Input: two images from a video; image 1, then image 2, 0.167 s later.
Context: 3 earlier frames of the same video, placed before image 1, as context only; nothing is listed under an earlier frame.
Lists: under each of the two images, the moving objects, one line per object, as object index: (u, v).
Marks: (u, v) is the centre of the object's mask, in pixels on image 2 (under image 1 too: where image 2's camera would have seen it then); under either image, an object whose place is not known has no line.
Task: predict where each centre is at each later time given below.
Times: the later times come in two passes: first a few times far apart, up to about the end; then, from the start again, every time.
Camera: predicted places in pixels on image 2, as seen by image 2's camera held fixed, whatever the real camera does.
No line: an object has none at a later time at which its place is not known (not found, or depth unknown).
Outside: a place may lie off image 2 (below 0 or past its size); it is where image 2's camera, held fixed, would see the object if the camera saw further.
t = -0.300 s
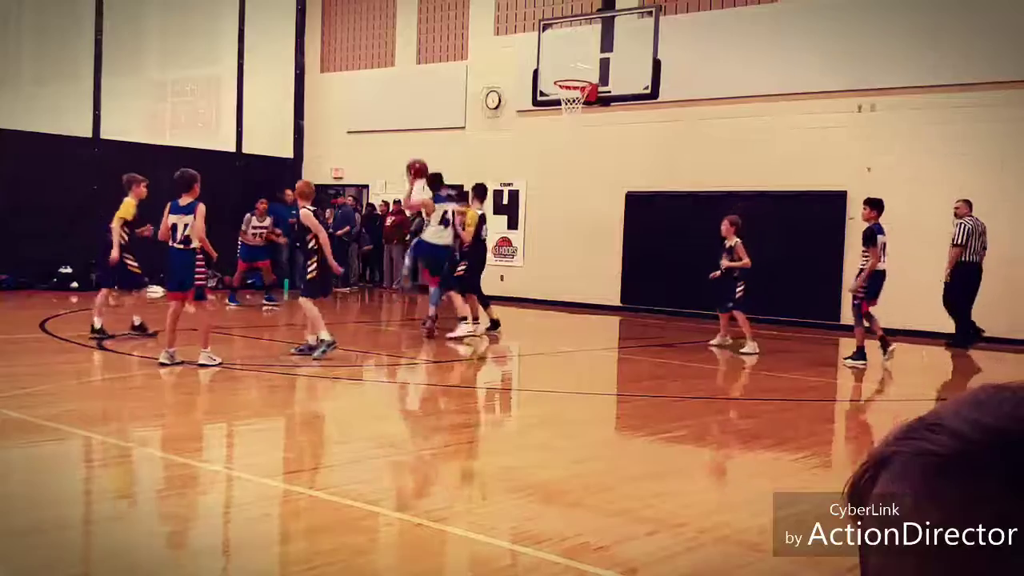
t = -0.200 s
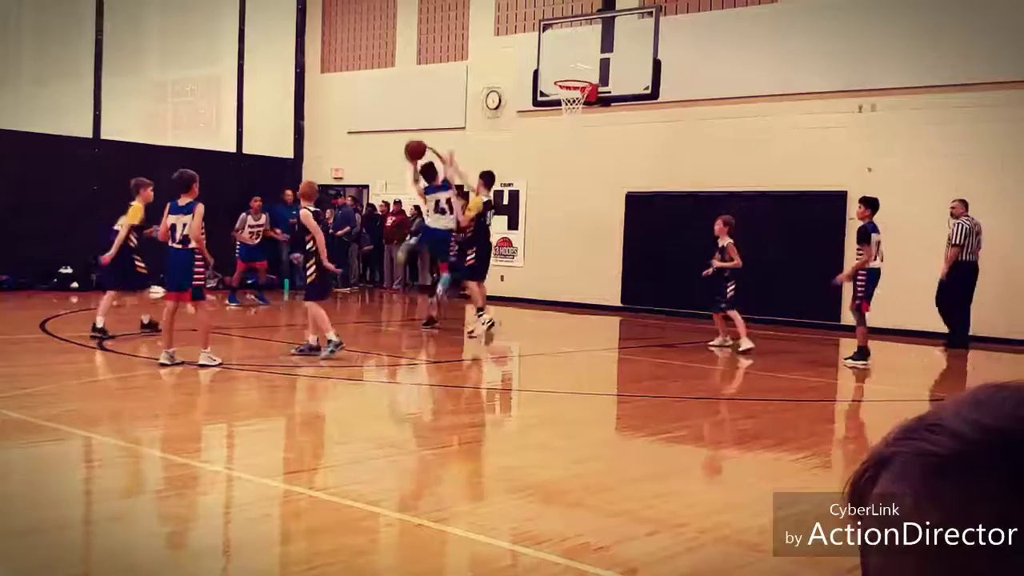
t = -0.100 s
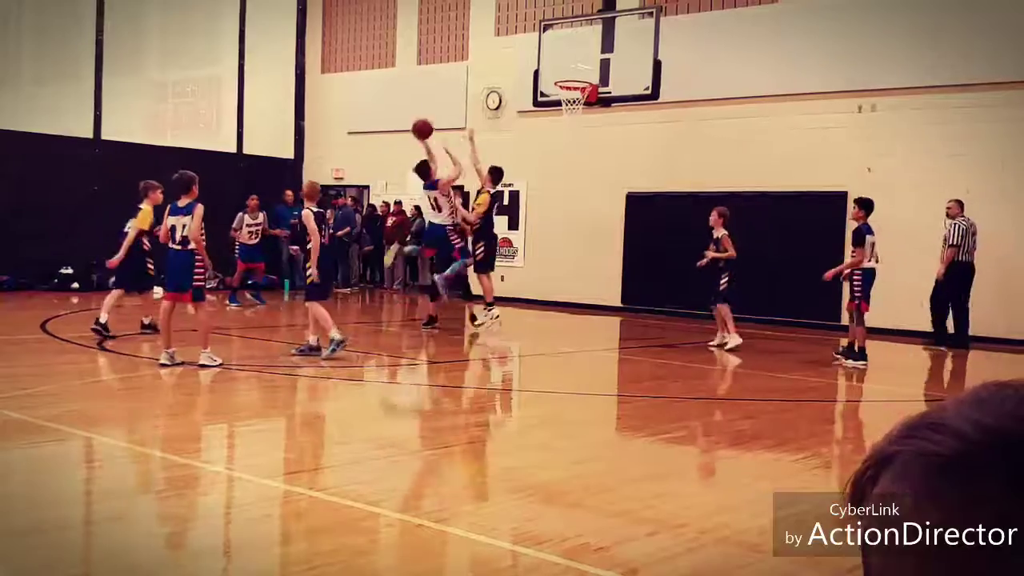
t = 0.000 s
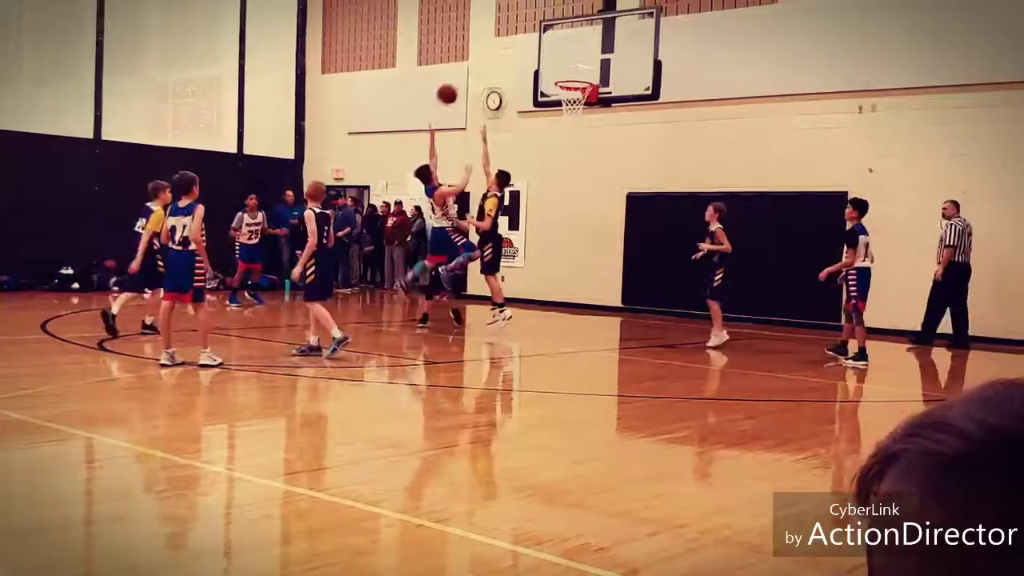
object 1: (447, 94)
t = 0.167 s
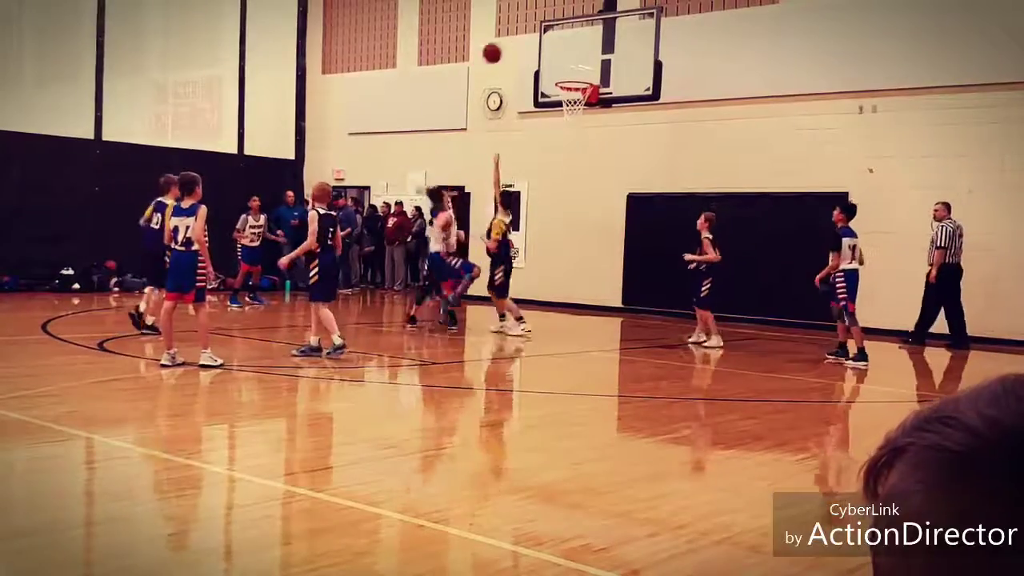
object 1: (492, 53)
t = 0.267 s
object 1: (517, 40)
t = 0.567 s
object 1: (585, 51)
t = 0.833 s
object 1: (569, 65)
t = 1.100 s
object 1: (564, 69)
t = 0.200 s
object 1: (500, 48)
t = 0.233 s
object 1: (509, 43)
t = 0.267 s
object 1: (517, 40)
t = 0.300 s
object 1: (525, 37)
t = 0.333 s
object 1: (533, 36)
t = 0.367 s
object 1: (540, 36)
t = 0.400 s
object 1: (548, 36)
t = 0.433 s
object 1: (556, 37)
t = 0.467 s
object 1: (563, 40)
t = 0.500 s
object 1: (571, 43)
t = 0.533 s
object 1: (578, 47)
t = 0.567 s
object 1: (585, 51)
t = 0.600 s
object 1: (590, 56)
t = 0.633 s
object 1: (586, 59)
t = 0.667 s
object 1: (581, 63)
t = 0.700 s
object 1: (577, 67)
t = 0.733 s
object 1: (572, 73)
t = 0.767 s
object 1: (570, 73)
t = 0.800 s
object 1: (570, 69)
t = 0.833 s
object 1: (569, 65)
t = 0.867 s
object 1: (569, 63)
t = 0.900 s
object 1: (568, 61)
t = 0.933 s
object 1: (568, 60)
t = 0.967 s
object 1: (568, 60)
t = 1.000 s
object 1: (567, 61)
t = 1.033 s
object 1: (566, 63)
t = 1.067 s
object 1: (565, 66)
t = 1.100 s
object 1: (564, 69)
